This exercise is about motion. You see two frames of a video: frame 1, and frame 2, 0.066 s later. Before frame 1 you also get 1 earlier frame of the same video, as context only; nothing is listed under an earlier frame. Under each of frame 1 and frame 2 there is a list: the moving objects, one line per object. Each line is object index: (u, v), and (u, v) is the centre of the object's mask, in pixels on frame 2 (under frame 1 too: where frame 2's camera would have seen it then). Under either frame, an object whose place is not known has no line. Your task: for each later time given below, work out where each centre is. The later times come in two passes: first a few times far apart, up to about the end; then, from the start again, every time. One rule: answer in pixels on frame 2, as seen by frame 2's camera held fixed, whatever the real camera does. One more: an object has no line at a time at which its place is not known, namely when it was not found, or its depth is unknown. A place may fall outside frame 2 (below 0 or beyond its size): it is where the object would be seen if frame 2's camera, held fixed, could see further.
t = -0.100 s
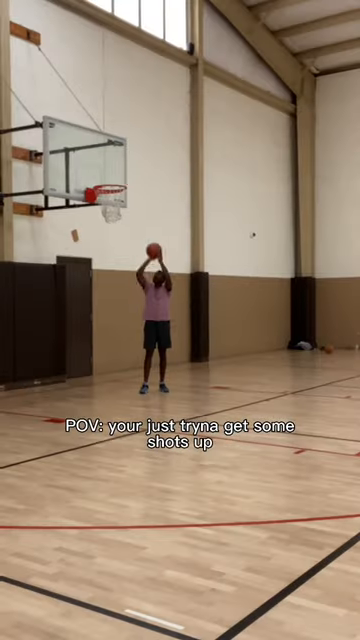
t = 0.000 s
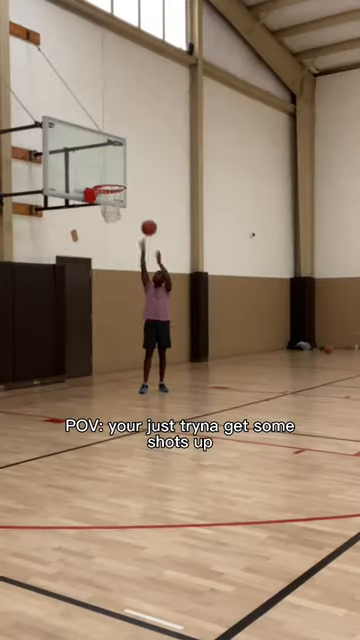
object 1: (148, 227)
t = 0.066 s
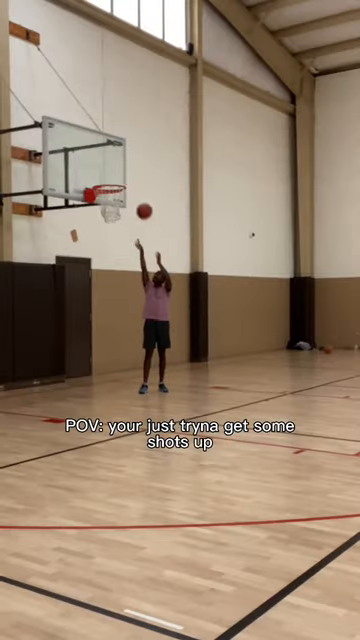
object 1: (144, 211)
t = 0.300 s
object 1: (128, 174)
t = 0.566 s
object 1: (110, 175)
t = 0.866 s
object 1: (112, 207)
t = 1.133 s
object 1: (110, 212)
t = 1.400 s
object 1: (110, 235)
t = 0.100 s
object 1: (142, 203)
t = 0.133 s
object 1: (139, 197)
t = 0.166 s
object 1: (137, 191)
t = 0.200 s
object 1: (135, 186)
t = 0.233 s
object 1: (132, 181)
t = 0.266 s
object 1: (131, 177)
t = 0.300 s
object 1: (128, 174)
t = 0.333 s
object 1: (126, 171)
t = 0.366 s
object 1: (124, 169)
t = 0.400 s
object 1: (121, 168)
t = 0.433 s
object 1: (119, 168)
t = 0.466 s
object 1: (117, 169)
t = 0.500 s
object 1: (114, 170)
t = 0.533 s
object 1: (112, 172)
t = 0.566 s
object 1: (110, 175)
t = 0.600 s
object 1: (107, 178)
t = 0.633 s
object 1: (105, 181)
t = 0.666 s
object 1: (106, 185)
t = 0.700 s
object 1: (107, 190)
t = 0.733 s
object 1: (108, 194)
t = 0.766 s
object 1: (109, 198)
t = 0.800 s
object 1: (110, 203)
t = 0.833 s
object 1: (111, 206)
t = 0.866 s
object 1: (112, 207)
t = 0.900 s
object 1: (112, 207)
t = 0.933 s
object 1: (112, 207)
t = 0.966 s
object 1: (112, 207)
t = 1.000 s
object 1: (111, 209)
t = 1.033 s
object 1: (111, 210)
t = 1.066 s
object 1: (111, 211)
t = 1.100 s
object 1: (110, 212)
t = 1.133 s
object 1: (110, 212)
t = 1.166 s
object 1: (109, 213)
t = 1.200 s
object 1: (109, 214)
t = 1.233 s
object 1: (109, 214)
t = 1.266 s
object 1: (109, 217)
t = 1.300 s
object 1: (109, 221)
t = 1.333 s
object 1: (110, 225)
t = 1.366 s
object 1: (110, 230)
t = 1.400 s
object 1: (110, 235)
